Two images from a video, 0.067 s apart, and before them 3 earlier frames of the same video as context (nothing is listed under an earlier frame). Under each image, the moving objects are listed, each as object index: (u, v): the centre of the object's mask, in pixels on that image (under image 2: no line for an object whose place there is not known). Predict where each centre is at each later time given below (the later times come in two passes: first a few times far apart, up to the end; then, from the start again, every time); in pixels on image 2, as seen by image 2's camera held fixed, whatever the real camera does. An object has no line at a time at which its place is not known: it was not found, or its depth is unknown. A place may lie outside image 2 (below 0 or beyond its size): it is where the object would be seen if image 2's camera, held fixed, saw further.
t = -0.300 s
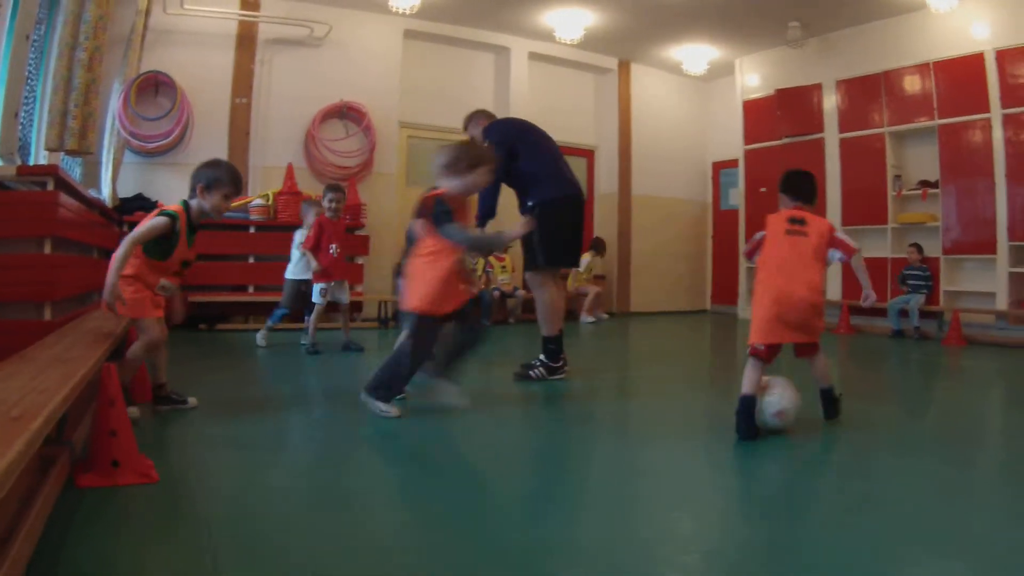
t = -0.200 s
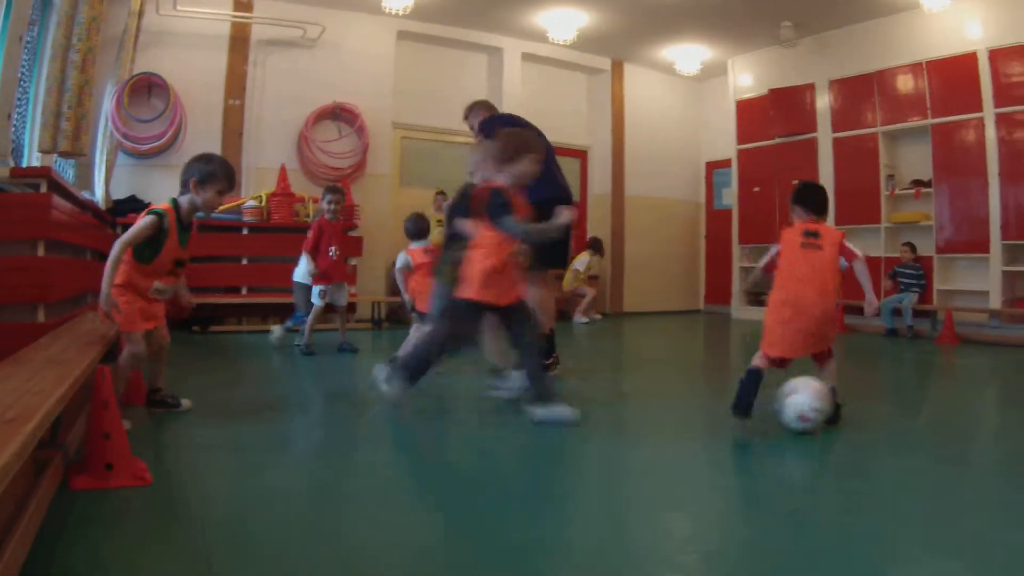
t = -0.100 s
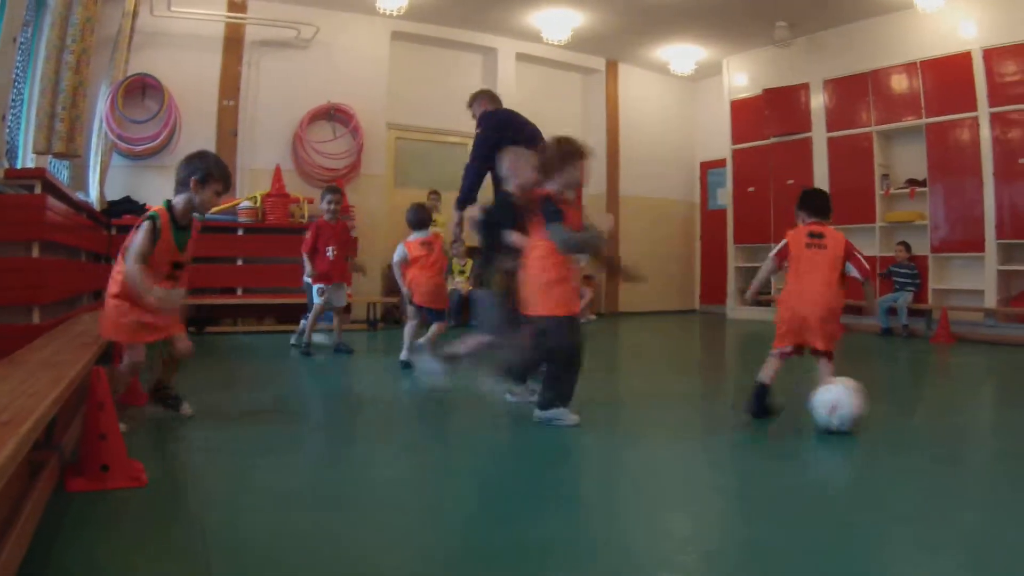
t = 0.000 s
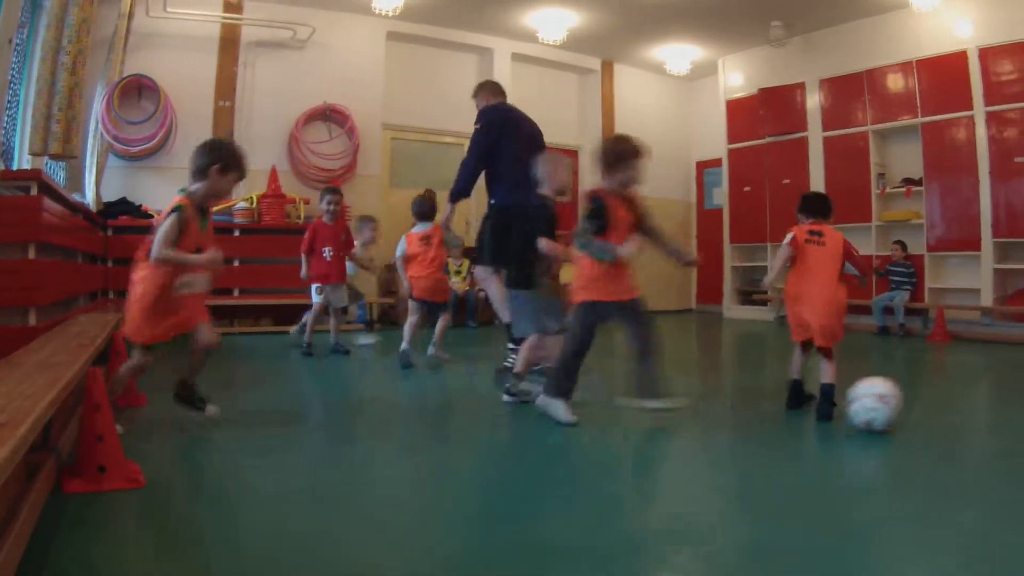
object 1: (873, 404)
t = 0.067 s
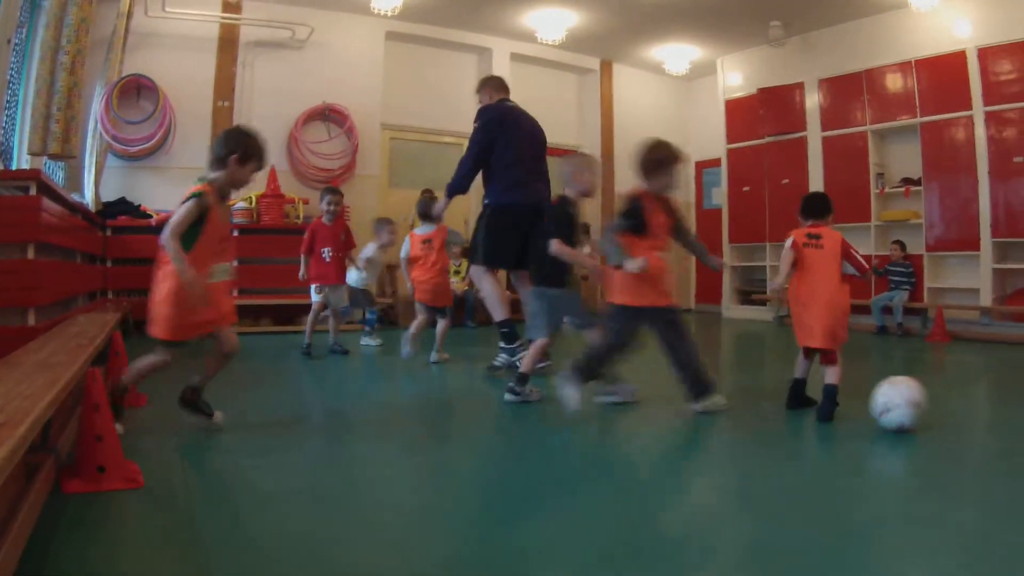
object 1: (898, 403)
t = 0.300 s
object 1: (984, 403)
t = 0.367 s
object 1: (1007, 404)
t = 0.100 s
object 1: (911, 404)
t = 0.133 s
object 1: (922, 404)
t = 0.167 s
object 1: (934, 403)
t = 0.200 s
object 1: (946, 404)
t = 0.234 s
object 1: (958, 403)
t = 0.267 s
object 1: (970, 403)
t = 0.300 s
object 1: (984, 403)
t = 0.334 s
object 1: (996, 406)
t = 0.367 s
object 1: (1007, 404)
